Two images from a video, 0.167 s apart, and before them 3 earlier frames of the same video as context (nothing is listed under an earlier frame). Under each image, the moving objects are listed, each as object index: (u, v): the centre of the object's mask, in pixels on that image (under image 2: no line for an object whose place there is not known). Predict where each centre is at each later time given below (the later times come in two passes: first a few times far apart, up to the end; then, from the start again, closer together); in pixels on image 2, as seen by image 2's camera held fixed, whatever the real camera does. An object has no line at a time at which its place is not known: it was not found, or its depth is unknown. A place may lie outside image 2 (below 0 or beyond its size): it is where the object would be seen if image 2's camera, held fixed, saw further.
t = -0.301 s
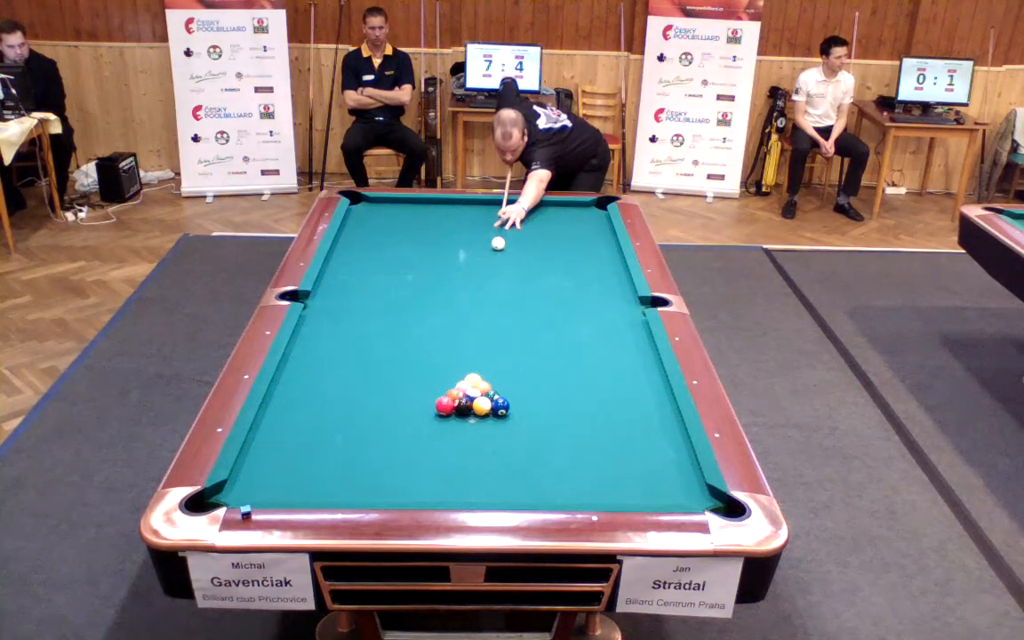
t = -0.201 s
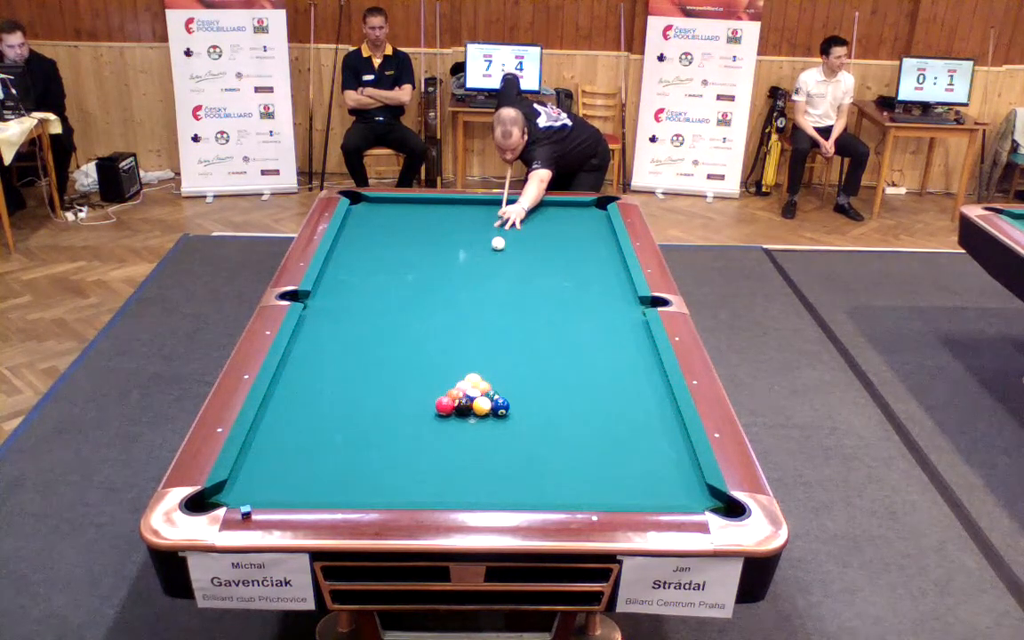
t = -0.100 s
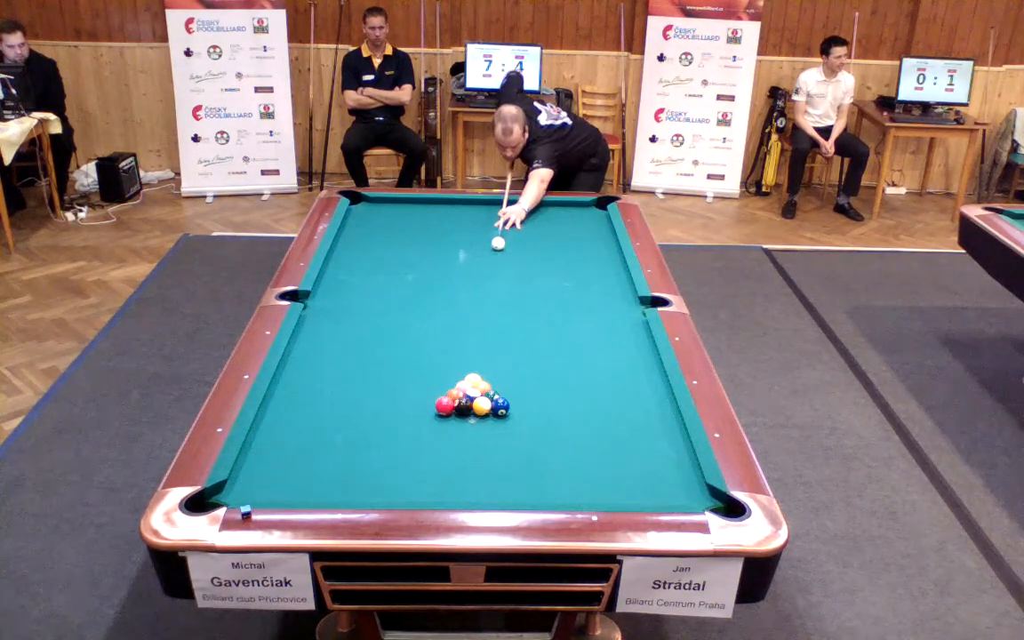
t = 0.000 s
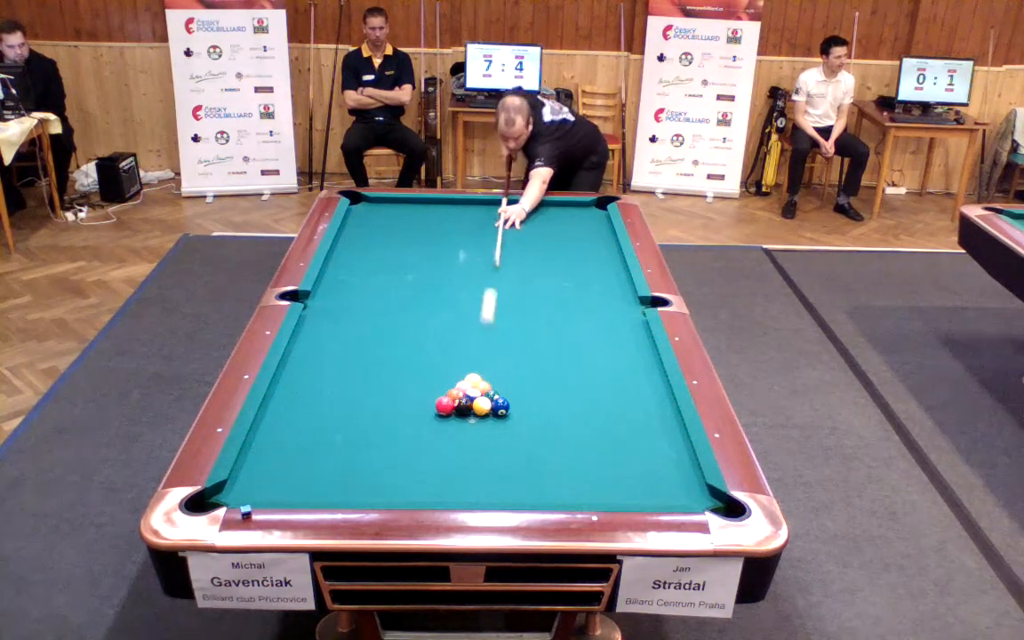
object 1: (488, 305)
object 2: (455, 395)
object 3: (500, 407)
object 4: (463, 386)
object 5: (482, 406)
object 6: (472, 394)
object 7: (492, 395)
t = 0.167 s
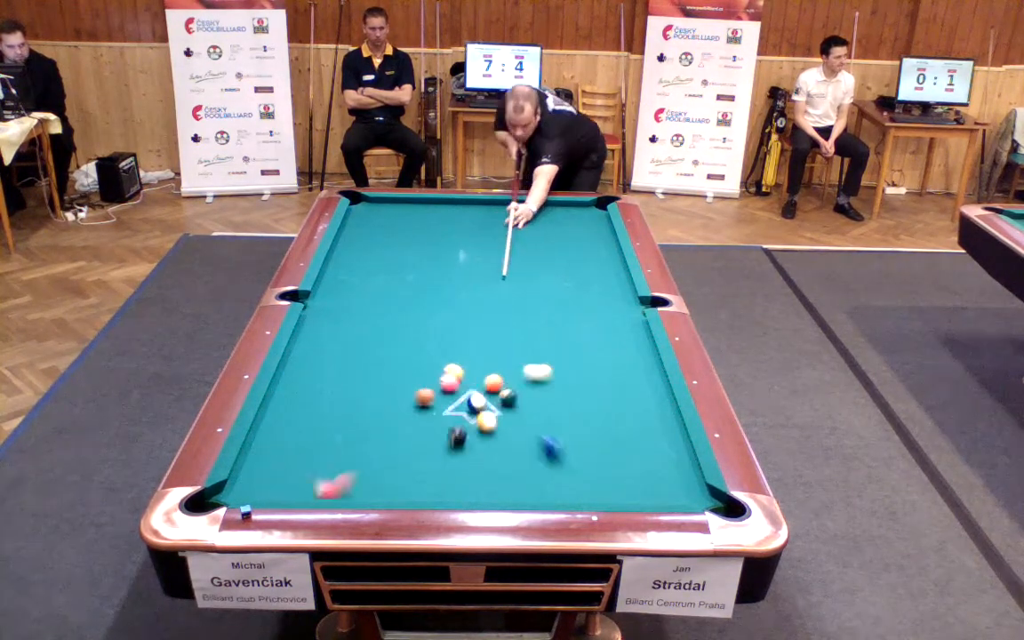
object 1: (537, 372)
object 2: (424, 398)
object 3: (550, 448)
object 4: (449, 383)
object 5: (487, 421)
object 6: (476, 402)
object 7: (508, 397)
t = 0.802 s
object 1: (593, 380)
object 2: (284, 397)
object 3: (656, 400)
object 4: (386, 348)
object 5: (512, 488)
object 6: (495, 427)
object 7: (576, 396)
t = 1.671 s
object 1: (573, 355)
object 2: (362, 383)
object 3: (605, 312)
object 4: (318, 311)
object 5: (552, 440)
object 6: (497, 442)
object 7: (566, 456)
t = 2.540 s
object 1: (561, 340)
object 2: (433, 372)
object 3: (618, 266)
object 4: (349, 291)
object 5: (591, 417)
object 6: (486, 444)
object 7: (576, 488)
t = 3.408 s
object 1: (554, 333)
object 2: (488, 364)
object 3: (592, 230)
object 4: (380, 277)
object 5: (617, 402)
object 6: (486, 444)
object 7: (591, 465)
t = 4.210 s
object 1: (553, 332)
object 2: (524, 358)
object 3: (575, 206)
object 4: (400, 269)
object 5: (633, 393)
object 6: (486, 444)
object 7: (599, 453)
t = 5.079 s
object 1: (553, 331)
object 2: (550, 355)
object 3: (554, 215)
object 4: (413, 264)
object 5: (641, 389)
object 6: (486, 444)
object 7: (602, 447)
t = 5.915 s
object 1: (553, 331)
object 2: (562, 353)
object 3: (537, 223)
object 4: (417, 262)
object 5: (640, 388)
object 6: (486, 444)
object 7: (602, 447)
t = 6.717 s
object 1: (553, 332)
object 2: (563, 352)
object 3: (526, 228)
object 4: (417, 262)
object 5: (640, 388)
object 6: (486, 444)
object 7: (602, 447)
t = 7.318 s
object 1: (553, 331)
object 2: (563, 352)
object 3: (520, 230)
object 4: (417, 261)
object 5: (640, 388)
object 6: (486, 444)
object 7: (602, 447)
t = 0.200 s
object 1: (555, 372)
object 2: (417, 398)
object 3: (568, 461)
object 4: (445, 381)
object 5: (488, 426)
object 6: (477, 404)
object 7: (513, 396)
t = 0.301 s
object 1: (605, 371)
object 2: (394, 398)
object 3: (615, 492)
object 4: (435, 375)
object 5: (492, 439)
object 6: (480, 408)
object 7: (527, 396)
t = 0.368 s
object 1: (634, 370)
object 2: (379, 398)
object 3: (627, 478)
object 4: (428, 372)
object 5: (495, 447)
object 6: (482, 410)
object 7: (535, 395)
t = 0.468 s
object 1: (646, 371)
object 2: (357, 398)
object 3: (642, 456)
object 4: (418, 366)
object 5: (499, 461)
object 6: (486, 414)
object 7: (548, 393)
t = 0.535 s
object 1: (629, 375)
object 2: (343, 398)
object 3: (651, 443)
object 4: (411, 362)
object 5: (501, 470)
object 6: (488, 417)
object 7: (558, 392)
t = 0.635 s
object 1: (608, 379)
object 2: (321, 397)
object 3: (663, 426)
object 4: (401, 357)
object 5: (506, 484)
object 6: (490, 421)
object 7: (570, 392)
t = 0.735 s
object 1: (593, 383)
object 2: (299, 397)
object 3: (666, 410)
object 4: (392, 352)
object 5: (510, 492)
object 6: (493, 424)
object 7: (579, 391)
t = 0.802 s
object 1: (593, 380)
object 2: (284, 397)
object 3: (656, 400)
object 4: (386, 348)
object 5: (512, 488)
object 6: (495, 427)
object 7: (576, 396)
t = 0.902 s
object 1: (590, 376)
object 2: (281, 396)
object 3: (642, 386)
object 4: (377, 343)
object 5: (515, 479)
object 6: (498, 431)
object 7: (573, 404)
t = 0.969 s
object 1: (588, 374)
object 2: (288, 395)
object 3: (634, 377)
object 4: (371, 340)
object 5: (517, 474)
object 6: (500, 434)
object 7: (572, 408)
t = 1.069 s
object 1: (586, 371)
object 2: (301, 392)
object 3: (621, 365)
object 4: (363, 336)
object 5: (519, 467)
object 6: (503, 437)
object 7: (571, 414)
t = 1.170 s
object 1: (583, 368)
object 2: (312, 391)
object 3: (610, 353)
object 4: (355, 331)
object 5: (522, 459)
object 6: (506, 441)
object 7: (570, 422)
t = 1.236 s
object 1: (582, 366)
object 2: (318, 390)
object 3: (603, 344)
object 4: (349, 328)
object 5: (523, 455)
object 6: (507, 442)
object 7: (569, 425)
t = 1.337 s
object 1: (580, 363)
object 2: (329, 388)
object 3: (594, 334)
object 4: (342, 324)
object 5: (529, 450)
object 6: (507, 443)
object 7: (569, 432)
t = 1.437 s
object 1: (577, 361)
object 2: (339, 387)
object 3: (599, 328)
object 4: (335, 320)
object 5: (537, 447)
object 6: (504, 443)
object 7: (567, 440)
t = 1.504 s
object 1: (576, 359)
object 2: (345, 386)
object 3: (601, 323)
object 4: (330, 318)
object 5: (542, 445)
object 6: (502, 443)
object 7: (566, 443)
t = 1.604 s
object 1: (574, 357)
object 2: (355, 384)
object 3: (604, 317)
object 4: (323, 314)
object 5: (548, 442)
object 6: (498, 442)
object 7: (566, 450)
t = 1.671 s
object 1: (573, 355)
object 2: (362, 383)
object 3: (605, 312)
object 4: (318, 311)
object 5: (552, 440)
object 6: (497, 442)
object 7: (566, 456)
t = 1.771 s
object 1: (571, 353)
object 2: (371, 382)
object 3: (607, 306)
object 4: (313, 308)
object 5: (557, 437)
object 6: (495, 443)
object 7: (566, 462)
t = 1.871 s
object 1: (570, 351)
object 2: (380, 380)
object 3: (610, 300)
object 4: (317, 305)
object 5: (562, 434)
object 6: (493, 443)
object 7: (567, 468)
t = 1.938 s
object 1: (569, 350)
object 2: (386, 379)
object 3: (612, 296)
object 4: (321, 304)
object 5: (566, 432)
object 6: (491, 443)
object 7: (567, 473)
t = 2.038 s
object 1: (567, 348)
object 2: (395, 378)
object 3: (614, 291)
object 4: (326, 302)
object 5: (571, 429)
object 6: (490, 443)
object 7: (568, 481)
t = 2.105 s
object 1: (566, 347)
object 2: (399, 377)
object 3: (616, 287)
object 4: (330, 300)
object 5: (573, 428)
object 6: (489, 444)
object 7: (568, 486)
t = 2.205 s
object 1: (565, 345)
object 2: (408, 376)
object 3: (618, 282)
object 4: (334, 298)
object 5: (578, 425)
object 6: (488, 444)
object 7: (569, 490)
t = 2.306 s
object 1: (564, 343)
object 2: (416, 375)
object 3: (620, 277)
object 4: (339, 296)
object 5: (582, 423)
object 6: (487, 444)
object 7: (570, 494)
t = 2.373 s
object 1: (563, 342)
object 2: (421, 374)
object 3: (622, 274)
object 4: (342, 294)
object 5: (585, 421)
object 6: (486, 444)
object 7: (572, 492)
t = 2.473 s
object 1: (562, 341)
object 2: (428, 373)
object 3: (621, 269)
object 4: (347, 293)
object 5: (589, 419)
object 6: (486, 444)
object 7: (575, 490)
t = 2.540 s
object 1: (561, 340)
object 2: (433, 372)
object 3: (618, 266)
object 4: (349, 291)
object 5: (591, 417)
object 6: (486, 444)
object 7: (576, 488)
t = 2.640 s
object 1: (560, 339)
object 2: (441, 371)
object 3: (615, 261)
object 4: (354, 290)
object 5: (594, 415)
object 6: (486, 444)
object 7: (579, 486)
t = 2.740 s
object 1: (559, 338)
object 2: (447, 370)
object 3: (611, 257)
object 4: (358, 288)
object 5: (598, 413)
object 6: (486, 444)
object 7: (580, 483)
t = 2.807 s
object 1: (558, 337)
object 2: (451, 369)
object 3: (609, 254)
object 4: (360, 287)
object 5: (601, 412)
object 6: (486, 444)
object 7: (582, 481)
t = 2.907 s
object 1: (557, 336)
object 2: (458, 368)
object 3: (606, 249)
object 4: (364, 285)
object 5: (604, 410)
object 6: (486, 444)
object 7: (584, 477)
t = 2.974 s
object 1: (557, 336)
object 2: (463, 367)
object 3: (604, 247)
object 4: (366, 284)
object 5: (606, 409)
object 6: (486, 444)
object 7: (585, 475)
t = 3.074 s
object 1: (556, 335)
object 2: (469, 367)
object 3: (601, 242)
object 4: (370, 282)
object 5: (609, 407)
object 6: (486, 444)
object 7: (587, 473)
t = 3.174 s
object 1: (555, 334)
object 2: (475, 366)
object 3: (599, 238)
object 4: (373, 281)
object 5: (612, 405)
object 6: (486, 444)
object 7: (588, 470)
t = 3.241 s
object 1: (555, 334)
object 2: (478, 365)
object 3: (597, 236)
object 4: (375, 280)
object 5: (613, 404)
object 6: (486, 444)
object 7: (589, 469)
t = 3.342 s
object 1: (554, 333)
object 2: (484, 364)
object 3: (594, 232)
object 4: (378, 279)
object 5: (616, 403)
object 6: (486, 444)
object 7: (590, 466)
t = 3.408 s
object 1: (554, 333)
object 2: (488, 364)
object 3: (592, 230)
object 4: (380, 277)
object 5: (617, 402)
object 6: (486, 444)
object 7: (591, 465)
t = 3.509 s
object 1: (554, 332)
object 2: (493, 363)
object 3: (590, 226)
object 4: (383, 276)
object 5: (620, 401)
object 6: (486, 444)
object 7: (592, 463)
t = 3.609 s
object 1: (553, 332)
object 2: (498, 362)
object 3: (588, 223)
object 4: (386, 275)
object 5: (622, 399)
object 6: (486, 444)
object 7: (594, 461)
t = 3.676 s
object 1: (553, 332)
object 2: (501, 362)
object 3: (586, 221)
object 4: (388, 275)
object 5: (624, 398)
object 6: (486, 444)
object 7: (595, 460)
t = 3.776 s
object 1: (553, 332)
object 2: (505, 361)
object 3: (584, 217)
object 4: (390, 273)
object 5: (626, 397)
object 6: (486, 444)
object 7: (596, 458)
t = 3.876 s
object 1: (553, 331)
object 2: (510, 360)
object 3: (582, 215)
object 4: (393, 272)
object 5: (628, 396)
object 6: (486, 444)
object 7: (597, 457)
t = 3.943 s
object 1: (553, 331)
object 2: (513, 359)
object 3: (580, 212)
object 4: (394, 272)
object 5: (629, 395)
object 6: (486, 444)
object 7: (597, 455)
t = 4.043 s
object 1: (553, 332)
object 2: (518, 359)
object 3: (578, 209)
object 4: (397, 271)
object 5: (631, 394)
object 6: (486, 444)
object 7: (598, 454)
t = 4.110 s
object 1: (553, 332)
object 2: (520, 358)
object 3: (577, 208)
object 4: (398, 270)
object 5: (631, 393)
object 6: (486, 444)
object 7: (598, 453)
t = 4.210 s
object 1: (553, 332)
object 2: (524, 358)
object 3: (575, 206)
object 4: (400, 269)
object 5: (633, 393)
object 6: (486, 444)
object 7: (599, 453)
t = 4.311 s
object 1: (553, 332)
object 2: (528, 358)
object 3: (573, 206)
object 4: (402, 268)
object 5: (634, 392)
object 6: (486, 444)
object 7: (599, 451)
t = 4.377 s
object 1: (553, 331)
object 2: (530, 358)
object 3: (570, 206)
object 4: (403, 268)
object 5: (635, 392)
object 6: (486, 444)
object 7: (600, 450)
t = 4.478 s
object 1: (553, 332)
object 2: (534, 357)
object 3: (568, 207)
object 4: (405, 267)
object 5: (637, 391)
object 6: (486, 444)
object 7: (600, 450)
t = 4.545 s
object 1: (553, 332)
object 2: (535, 357)
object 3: (567, 208)
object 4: (406, 267)
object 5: (637, 391)
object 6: (486, 444)
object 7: (600, 449)
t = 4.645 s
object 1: (553, 332)
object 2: (539, 356)
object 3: (564, 209)
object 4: (408, 266)
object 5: (638, 390)
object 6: (486, 444)
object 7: (600, 448)
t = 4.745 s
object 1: (553, 332)
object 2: (541, 356)
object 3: (562, 210)
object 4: (409, 265)
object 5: (639, 390)
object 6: (486, 444)
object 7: (601, 448)
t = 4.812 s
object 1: (553, 331)
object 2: (543, 356)
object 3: (560, 211)
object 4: (410, 265)
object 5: (639, 389)
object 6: (486, 444)
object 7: (601, 448)
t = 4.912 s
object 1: (553, 331)
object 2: (546, 356)
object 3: (558, 213)
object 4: (411, 264)
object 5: (640, 389)
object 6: (486, 444)
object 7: (601, 447)
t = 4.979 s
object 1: (553, 331)
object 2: (547, 355)
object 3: (556, 213)
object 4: (412, 264)
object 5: (640, 389)
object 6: (486, 444)
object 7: (602, 447)
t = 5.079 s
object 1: (553, 331)
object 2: (550, 355)
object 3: (554, 215)
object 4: (413, 264)
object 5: (641, 389)
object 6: (486, 444)
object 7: (602, 447)
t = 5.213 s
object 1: (553, 332)
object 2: (552, 355)
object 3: (552, 215)
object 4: (414, 263)
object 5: (641, 388)
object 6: (486, 444)
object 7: (602, 447)
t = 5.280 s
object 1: (553, 331)
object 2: (553, 355)
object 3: (550, 216)
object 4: (415, 263)
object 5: (641, 388)
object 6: (486, 444)
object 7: (602, 447)
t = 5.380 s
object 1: (553, 331)
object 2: (555, 355)
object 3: (548, 218)
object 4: (416, 263)
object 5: (640, 389)
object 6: (486, 444)
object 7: (602, 447)
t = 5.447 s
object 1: (553, 331)
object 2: (556, 354)
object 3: (547, 219)
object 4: (417, 263)
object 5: (640, 388)
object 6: (486, 444)
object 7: (602, 447)
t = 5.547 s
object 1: (553, 332)
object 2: (558, 354)
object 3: (544, 219)
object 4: (417, 262)
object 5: (640, 388)
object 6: (486, 444)
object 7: (602, 447)
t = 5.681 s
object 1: (553, 331)
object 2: (559, 354)
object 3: (542, 220)
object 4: (417, 262)
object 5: (640, 388)
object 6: (486, 444)
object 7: (602, 447)
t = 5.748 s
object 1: (553, 331)
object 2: (560, 354)
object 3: (541, 221)
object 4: (417, 262)
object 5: (640, 388)
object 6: (486, 444)
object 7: (602, 447)
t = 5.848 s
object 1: (553, 331)
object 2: (561, 353)
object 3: (539, 222)
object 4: (417, 262)
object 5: (640, 388)
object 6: (486, 444)
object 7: (602, 447)
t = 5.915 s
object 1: (553, 331)
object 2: (562, 353)
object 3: (537, 223)
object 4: (417, 262)
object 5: (640, 388)
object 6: (486, 444)
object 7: (602, 447)
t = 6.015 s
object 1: (553, 331)
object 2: (562, 353)
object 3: (536, 224)
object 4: (417, 262)
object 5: (640, 388)
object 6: (486, 444)
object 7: (602, 447)
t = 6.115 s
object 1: (553, 331)
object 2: (563, 353)
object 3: (534, 224)
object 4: (417, 262)
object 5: (640, 388)
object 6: (486, 444)
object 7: (602, 447)
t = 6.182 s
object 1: (553, 332)
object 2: (562, 353)
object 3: (533, 224)
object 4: (417, 262)
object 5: (640, 388)
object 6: (486, 444)
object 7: (602, 447)
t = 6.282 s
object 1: (553, 331)
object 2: (563, 353)
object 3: (531, 225)
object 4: (417, 262)
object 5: (640, 388)
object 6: (486, 444)
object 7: (602, 447)
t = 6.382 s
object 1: (553, 332)
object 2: (562, 353)
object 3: (530, 226)
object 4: (417, 262)
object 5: (640, 388)
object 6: (486, 444)
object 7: (602, 447)
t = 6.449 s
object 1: (553, 332)
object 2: (562, 353)
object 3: (529, 226)
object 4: (417, 262)
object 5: (640, 388)
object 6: (486, 444)
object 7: (602, 447)
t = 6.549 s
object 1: (553, 332)
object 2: (562, 352)
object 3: (528, 227)
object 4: (417, 262)
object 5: (640, 388)
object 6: (486, 444)
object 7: (602, 447)
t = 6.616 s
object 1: (553, 331)
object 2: (562, 352)
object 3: (527, 228)
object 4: (417, 262)
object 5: (640, 388)
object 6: (486, 444)
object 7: (602, 447)
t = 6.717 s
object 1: (553, 332)
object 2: (563, 352)
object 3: (526, 228)
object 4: (417, 262)
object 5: (640, 388)
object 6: (486, 444)
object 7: (602, 447)
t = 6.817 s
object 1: (553, 332)
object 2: (563, 352)
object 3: (525, 229)
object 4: (417, 262)
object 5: (640, 388)
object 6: (486, 444)
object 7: (602, 447)
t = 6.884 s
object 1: (553, 332)
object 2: (563, 352)
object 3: (524, 229)
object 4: (417, 262)
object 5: (640, 388)
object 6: (486, 444)
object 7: (602, 447)
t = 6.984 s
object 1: (553, 332)
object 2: (563, 352)
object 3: (523, 229)
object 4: (417, 262)
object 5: (640, 388)
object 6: (486, 444)
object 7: (602, 447)
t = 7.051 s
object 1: (553, 332)
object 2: (563, 352)
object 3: (523, 229)
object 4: (417, 262)
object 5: (640, 388)
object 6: (486, 444)
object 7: (602, 447)
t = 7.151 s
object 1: (553, 331)
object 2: (563, 352)
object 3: (522, 230)
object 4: (417, 262)
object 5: (640, 388)
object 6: (486, 444)
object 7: (602, 447)
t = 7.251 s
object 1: (553, 331)
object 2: (563, 352)
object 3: (521, 230)
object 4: (417, 261)
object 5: (640, 388)
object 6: (486, 444)
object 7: (602, 447)
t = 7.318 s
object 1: (553, 331)
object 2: (563, 352)
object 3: (520, 230)
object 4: (417, 261)
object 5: (640, 388)
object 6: (486, 444)
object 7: (602, 447)
